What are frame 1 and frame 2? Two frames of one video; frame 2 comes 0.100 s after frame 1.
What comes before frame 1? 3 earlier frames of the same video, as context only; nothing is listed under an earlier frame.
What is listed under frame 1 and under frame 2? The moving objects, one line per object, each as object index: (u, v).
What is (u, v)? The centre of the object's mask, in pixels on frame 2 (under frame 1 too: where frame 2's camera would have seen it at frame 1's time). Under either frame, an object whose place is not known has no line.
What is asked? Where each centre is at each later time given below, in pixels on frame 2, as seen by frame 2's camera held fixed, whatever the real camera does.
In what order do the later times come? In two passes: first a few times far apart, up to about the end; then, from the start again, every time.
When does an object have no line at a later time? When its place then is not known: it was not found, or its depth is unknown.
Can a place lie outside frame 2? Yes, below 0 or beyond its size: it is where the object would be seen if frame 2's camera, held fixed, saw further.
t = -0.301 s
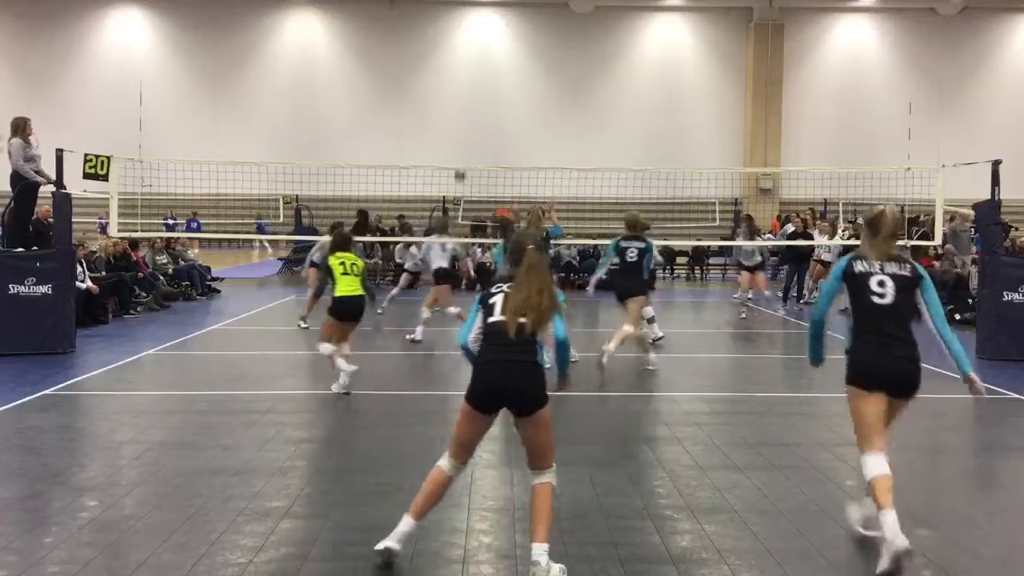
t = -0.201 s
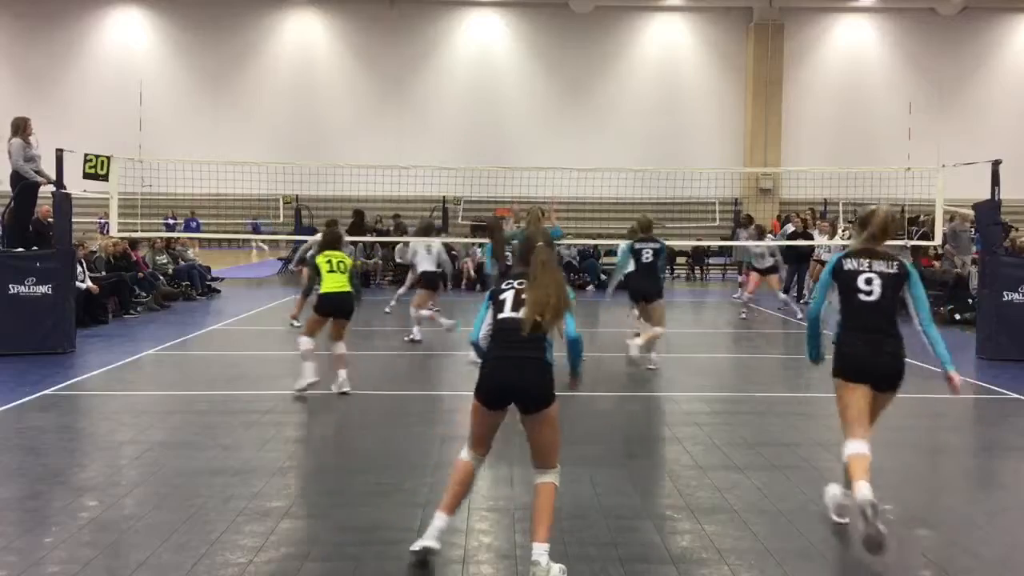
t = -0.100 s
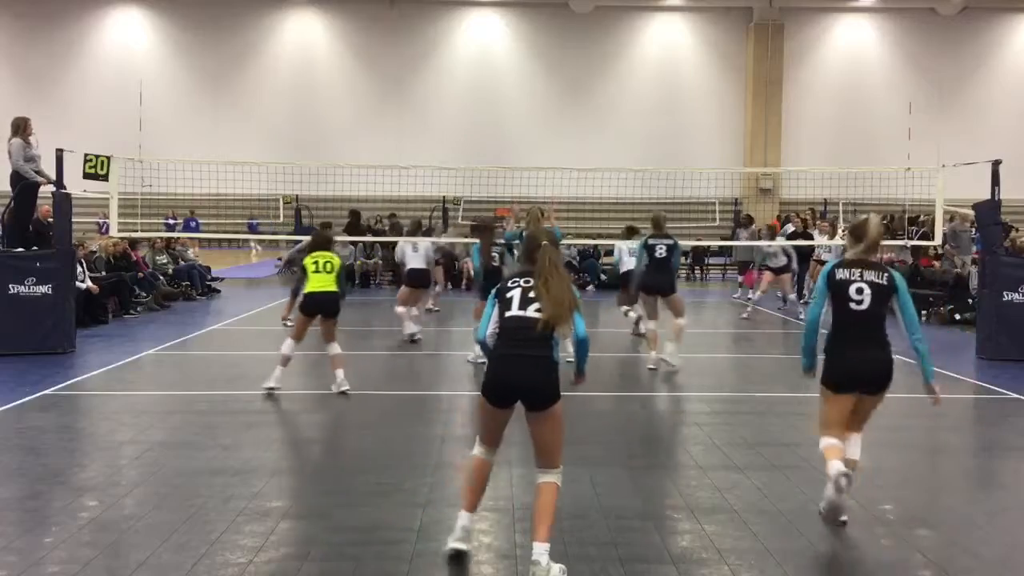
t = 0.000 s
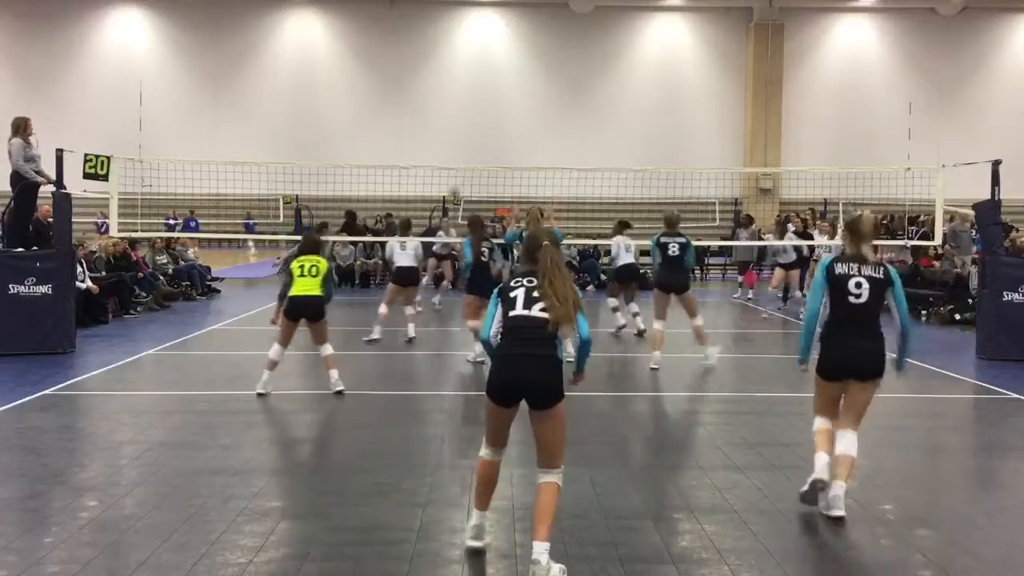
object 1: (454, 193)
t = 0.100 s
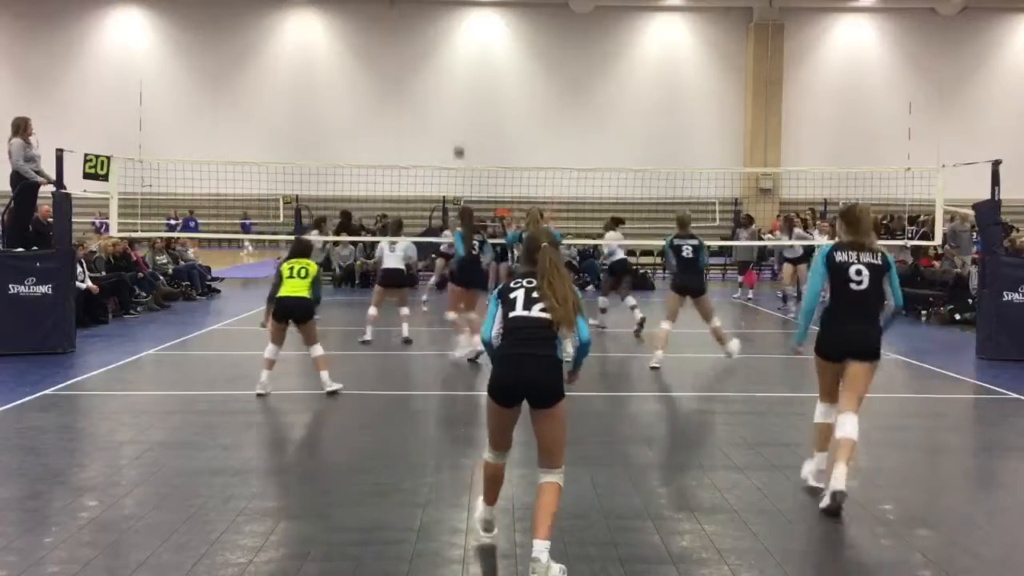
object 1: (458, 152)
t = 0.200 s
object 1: (464, 115)
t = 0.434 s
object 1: (475, 51)
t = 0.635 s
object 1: (484, 21)
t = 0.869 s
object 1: (495, 18)
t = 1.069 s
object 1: (504, 44)
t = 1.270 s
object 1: (513, 98)
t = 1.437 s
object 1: (520, 161)
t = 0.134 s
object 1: (460, 139)
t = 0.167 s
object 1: (463, 127)
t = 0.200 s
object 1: (464, 115)
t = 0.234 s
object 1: (466, 104)
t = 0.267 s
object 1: (467, 95)
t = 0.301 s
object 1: (468, 84)
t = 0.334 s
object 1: (470, 75)
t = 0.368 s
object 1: (472, 67)
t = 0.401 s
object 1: (474, 58)
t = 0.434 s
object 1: (475, 51)
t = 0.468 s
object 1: (477, 45)
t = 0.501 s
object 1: (478, 39)
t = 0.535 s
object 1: (479, 33)
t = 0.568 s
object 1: (481, 29)
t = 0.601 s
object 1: (483, 24)
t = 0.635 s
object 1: (484, 21)
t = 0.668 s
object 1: (485, 19)
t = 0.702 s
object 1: (487, 17)
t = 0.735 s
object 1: (489, 16)
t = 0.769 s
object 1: (490, 16)
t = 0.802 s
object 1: (492, 16)
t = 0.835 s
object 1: (493, 16)
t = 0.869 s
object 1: (495, 18)
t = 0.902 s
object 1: (496, 20)
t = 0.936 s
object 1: (497, 24)
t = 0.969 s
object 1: (499, 27)
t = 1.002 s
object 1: (501, 32)
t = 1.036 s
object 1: (502, 38)
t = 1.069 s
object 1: (504, 44)
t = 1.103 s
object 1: (505, 51)
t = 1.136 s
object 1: (506, 59)
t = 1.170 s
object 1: (508, 67)
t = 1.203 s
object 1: (510, 77)
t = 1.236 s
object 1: (511, 87)
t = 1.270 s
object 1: (513, 98)
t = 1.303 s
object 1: (515, 111)
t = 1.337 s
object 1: (516, 122)
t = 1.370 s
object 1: (517, 136)
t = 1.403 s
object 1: (519, 149)
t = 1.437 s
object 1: (520, 161)
